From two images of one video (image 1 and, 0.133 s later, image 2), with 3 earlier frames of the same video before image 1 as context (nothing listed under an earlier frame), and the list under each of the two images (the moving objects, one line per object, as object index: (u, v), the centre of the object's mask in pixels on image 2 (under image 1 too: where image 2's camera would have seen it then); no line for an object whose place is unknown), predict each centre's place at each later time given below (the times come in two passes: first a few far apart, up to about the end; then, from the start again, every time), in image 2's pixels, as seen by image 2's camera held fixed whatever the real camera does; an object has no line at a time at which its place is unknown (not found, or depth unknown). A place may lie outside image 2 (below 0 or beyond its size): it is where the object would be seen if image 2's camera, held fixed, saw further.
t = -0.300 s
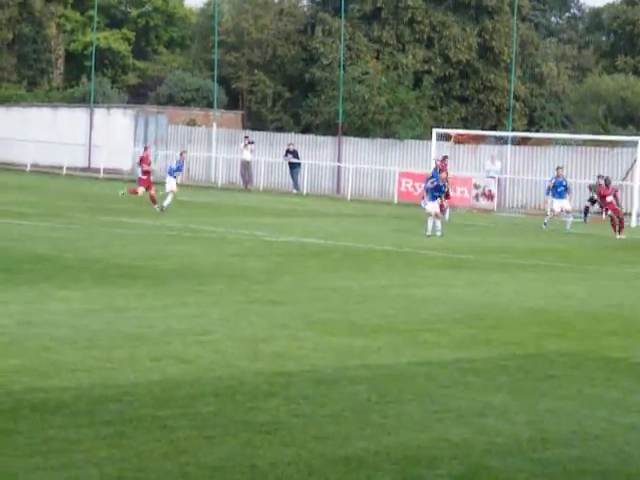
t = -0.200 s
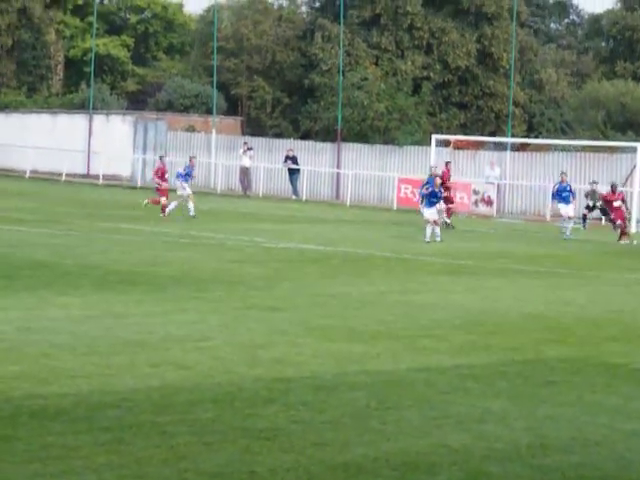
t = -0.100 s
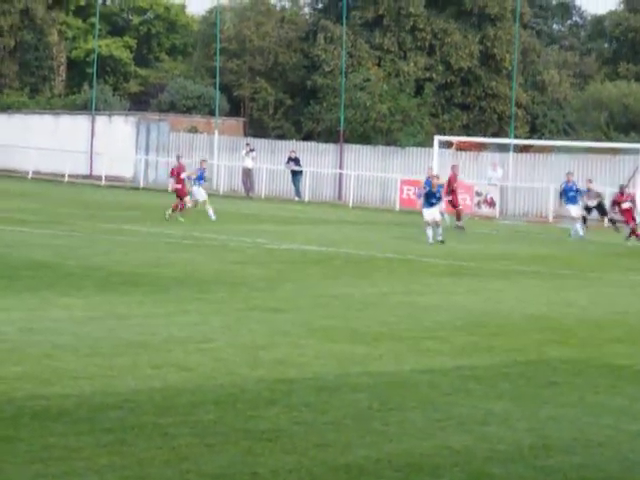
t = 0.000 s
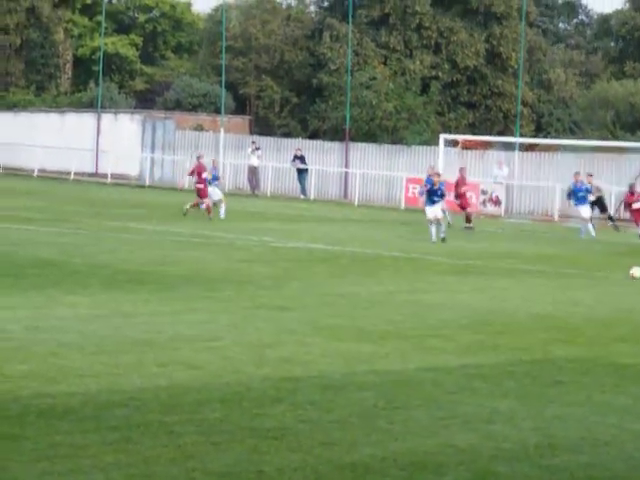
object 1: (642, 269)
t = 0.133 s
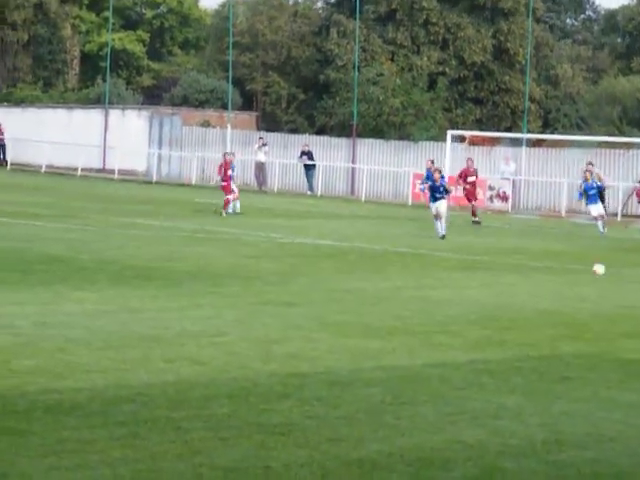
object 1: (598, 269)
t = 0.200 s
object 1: (577, 268)
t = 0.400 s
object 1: (514, 268)
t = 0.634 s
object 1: (442, 270)
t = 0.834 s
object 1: (382, 270)
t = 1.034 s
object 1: (323, 269)
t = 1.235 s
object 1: (264, 270)
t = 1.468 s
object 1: (197, 271)
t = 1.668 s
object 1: (141, 272)
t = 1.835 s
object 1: (97, 273)
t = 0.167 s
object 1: (588, 269)
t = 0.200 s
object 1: (577, 268)
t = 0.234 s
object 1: (567, 269)
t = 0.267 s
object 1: (556, 269)
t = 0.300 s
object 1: (545, 270)
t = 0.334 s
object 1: (535, 269)
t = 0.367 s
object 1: (525, 267)
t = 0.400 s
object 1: (514, 268)
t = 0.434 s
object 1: (504, 269)
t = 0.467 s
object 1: (493, 270)
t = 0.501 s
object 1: (483, 270)
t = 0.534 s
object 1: (473, 271)
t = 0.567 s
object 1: (463, 270)
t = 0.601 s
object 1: (453, 270)
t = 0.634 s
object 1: (442, 270)
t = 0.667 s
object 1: (433, 271)
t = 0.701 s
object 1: (423, 272)
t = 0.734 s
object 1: (413, 271)
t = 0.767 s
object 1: (403, 271)
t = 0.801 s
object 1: (393, 270)
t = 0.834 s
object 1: (382, 270)
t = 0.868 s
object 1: (372, 271)
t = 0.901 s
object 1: (363, 270)
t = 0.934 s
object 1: (353, 271)
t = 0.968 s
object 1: (343, 270)
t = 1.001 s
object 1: (333, 269)
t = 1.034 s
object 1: (323, 269)
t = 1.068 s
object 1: (314, 270)
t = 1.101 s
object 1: (304, 271)
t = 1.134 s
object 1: (294, 271)
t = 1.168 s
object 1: (284, 271)
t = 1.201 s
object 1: (274, 270)
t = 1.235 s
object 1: (264, 270)
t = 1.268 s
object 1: (255, 271)
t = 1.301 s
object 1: (245, 271)
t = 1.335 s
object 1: (235, 270)
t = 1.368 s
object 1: (226, 271)
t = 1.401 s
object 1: (216, 272)
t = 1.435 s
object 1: (206, 272)
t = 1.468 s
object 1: (197, 271)
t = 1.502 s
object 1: (188, 271)
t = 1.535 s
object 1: (178, 272)
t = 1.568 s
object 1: (169, 272)
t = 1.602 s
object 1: (159, 272)
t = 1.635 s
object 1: (150, 272)
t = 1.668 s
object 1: (141, 272)
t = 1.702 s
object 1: (132, 272)
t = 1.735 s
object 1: (123, 272)
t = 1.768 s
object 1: (115, 272)
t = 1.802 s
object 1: (105, 273)
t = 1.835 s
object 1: (97, 273)
